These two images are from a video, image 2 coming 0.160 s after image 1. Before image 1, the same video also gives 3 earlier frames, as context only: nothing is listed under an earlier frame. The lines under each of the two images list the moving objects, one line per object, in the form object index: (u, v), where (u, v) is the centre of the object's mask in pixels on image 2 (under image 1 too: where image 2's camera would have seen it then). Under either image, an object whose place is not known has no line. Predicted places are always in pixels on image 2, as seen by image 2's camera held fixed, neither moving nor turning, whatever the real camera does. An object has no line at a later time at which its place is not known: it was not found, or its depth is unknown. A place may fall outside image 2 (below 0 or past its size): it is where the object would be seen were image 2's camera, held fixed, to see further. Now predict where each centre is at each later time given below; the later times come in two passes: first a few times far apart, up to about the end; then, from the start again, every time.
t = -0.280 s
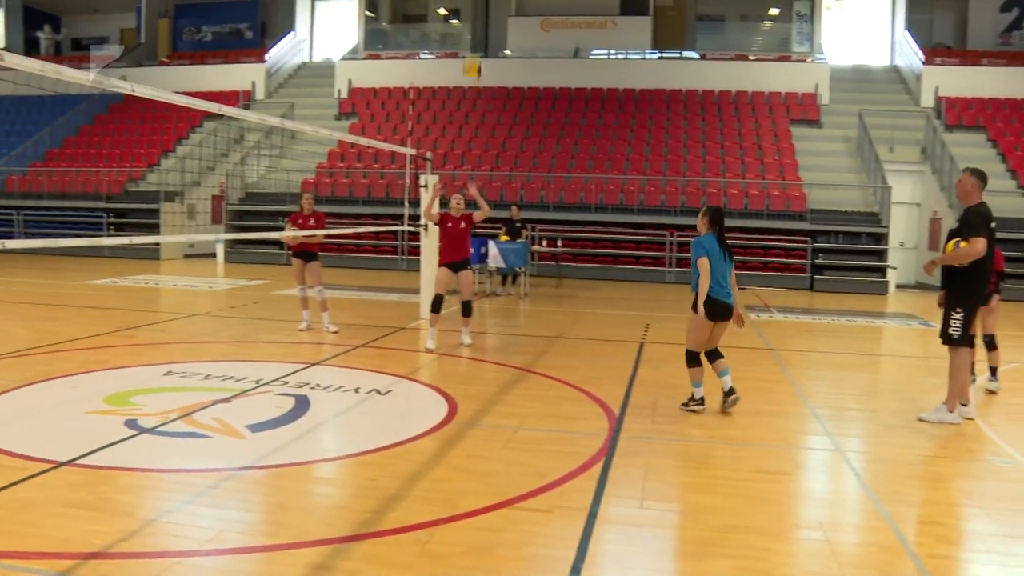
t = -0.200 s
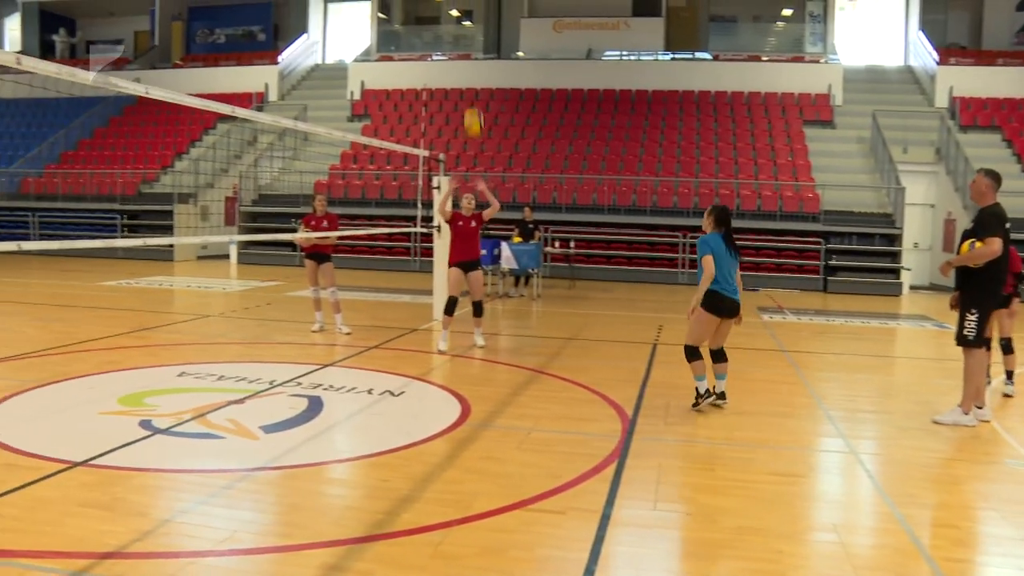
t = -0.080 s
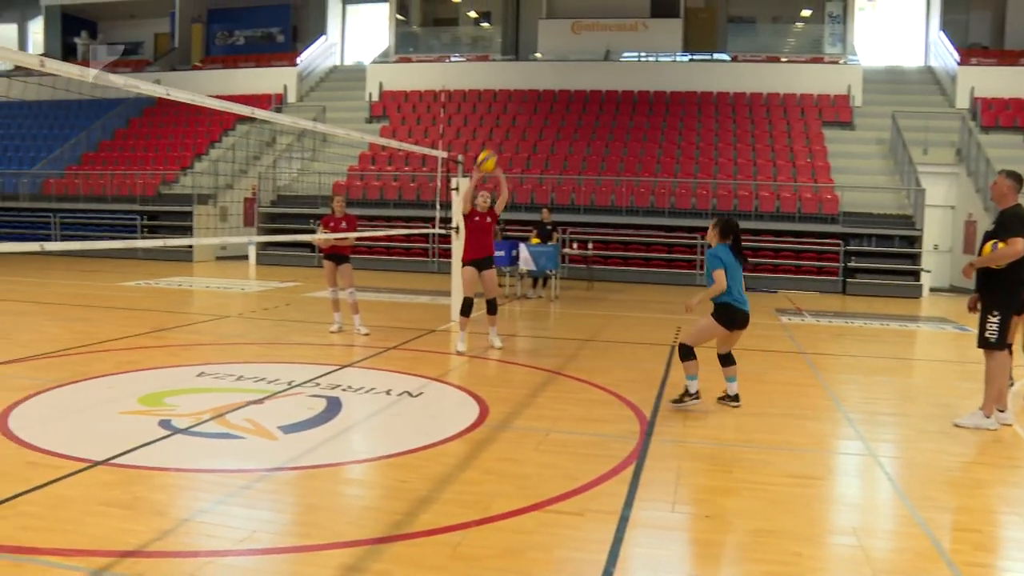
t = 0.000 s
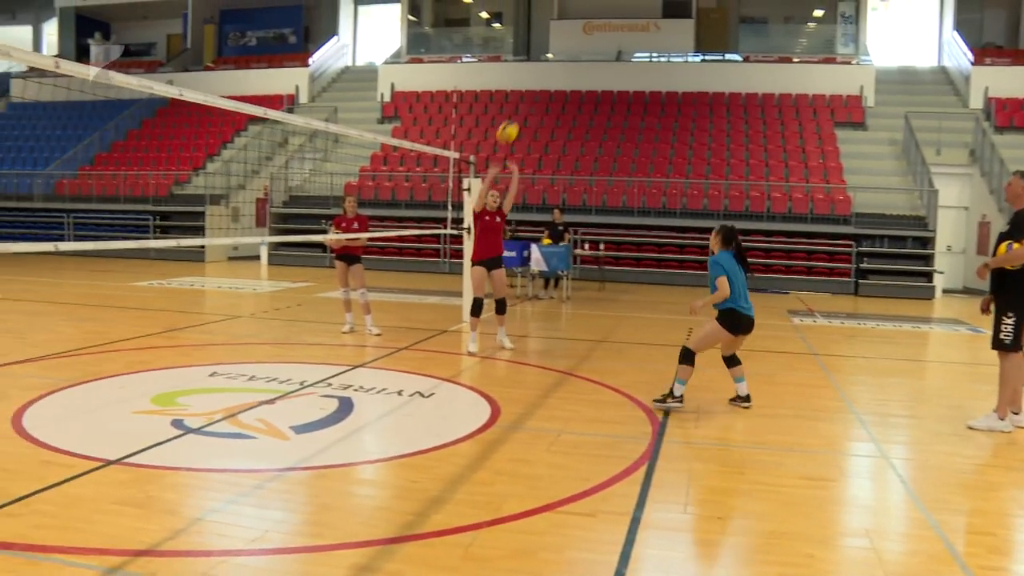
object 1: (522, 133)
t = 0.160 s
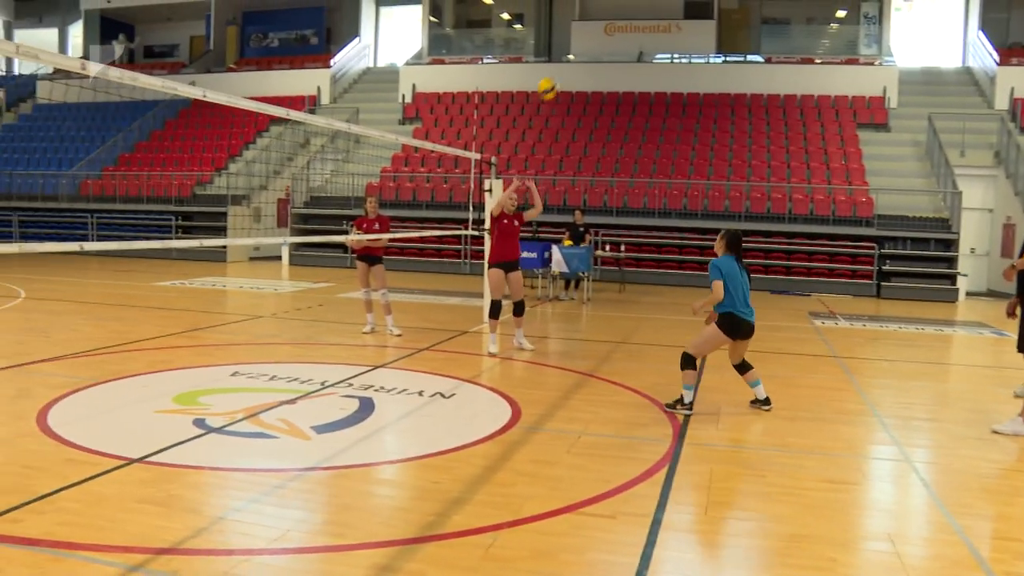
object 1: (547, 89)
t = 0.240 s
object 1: (561, 74)
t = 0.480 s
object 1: (596, 67)
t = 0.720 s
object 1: (628, 121)
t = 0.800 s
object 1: (639, 154)
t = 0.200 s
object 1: (554, 81)
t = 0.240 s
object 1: (561, 74)
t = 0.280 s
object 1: (568, 69)
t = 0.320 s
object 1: (574, 66)
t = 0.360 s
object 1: (579, 64)
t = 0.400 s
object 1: (585, 64)
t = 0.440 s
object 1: (591, 65)
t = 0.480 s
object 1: (596, 67)
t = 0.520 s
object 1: (601, 72)
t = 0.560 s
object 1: (607, 78)
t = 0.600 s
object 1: (613, 86)
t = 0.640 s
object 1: (618, 97)
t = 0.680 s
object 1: (623, 107)
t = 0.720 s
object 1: (628, 121)
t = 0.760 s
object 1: (633, 136)
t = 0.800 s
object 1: (639, 154)
